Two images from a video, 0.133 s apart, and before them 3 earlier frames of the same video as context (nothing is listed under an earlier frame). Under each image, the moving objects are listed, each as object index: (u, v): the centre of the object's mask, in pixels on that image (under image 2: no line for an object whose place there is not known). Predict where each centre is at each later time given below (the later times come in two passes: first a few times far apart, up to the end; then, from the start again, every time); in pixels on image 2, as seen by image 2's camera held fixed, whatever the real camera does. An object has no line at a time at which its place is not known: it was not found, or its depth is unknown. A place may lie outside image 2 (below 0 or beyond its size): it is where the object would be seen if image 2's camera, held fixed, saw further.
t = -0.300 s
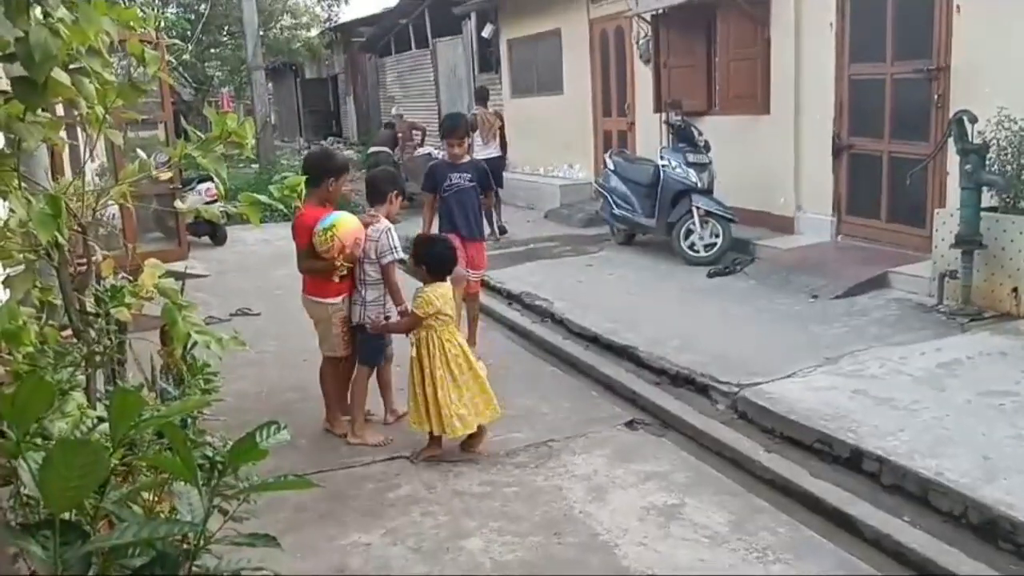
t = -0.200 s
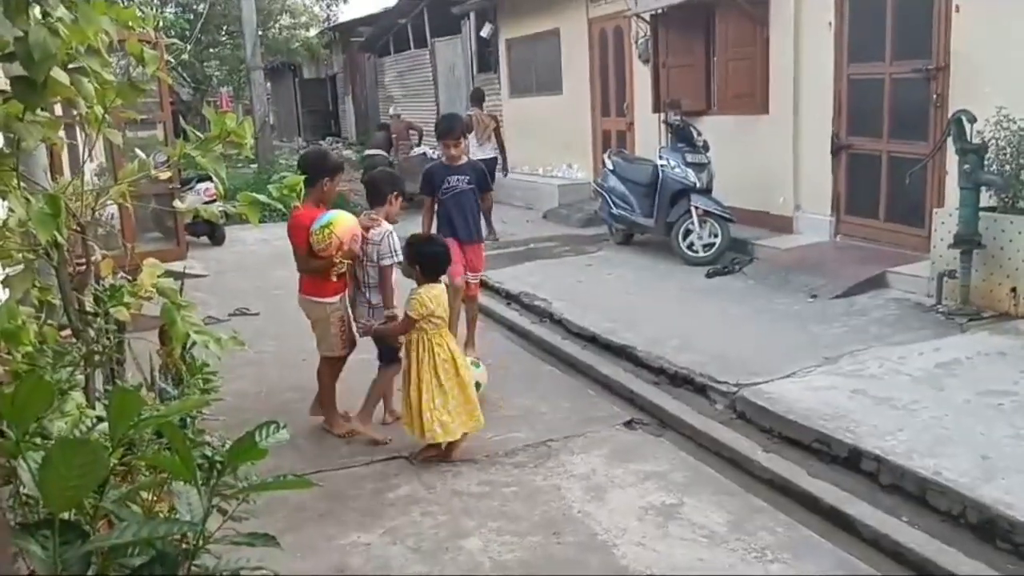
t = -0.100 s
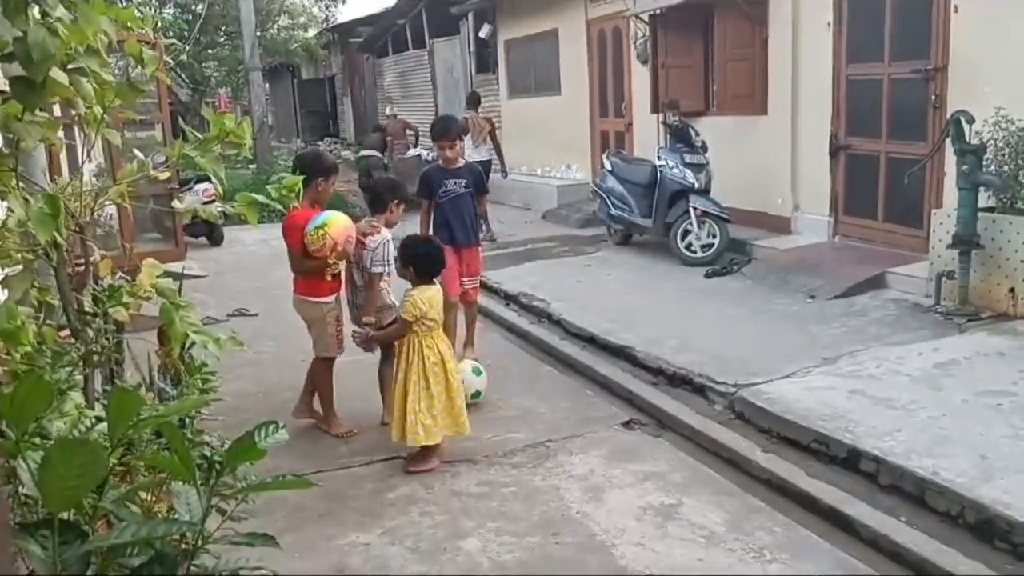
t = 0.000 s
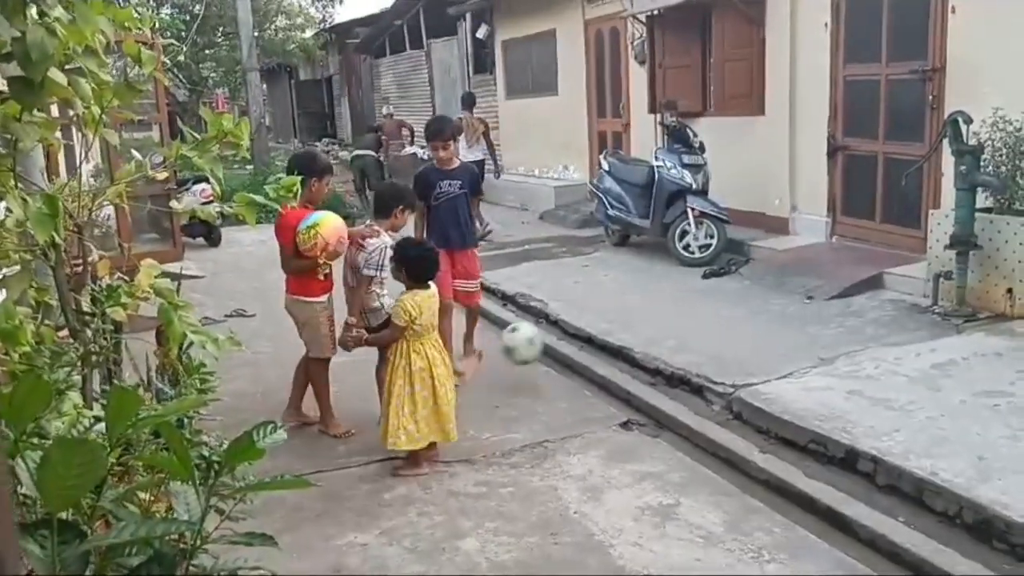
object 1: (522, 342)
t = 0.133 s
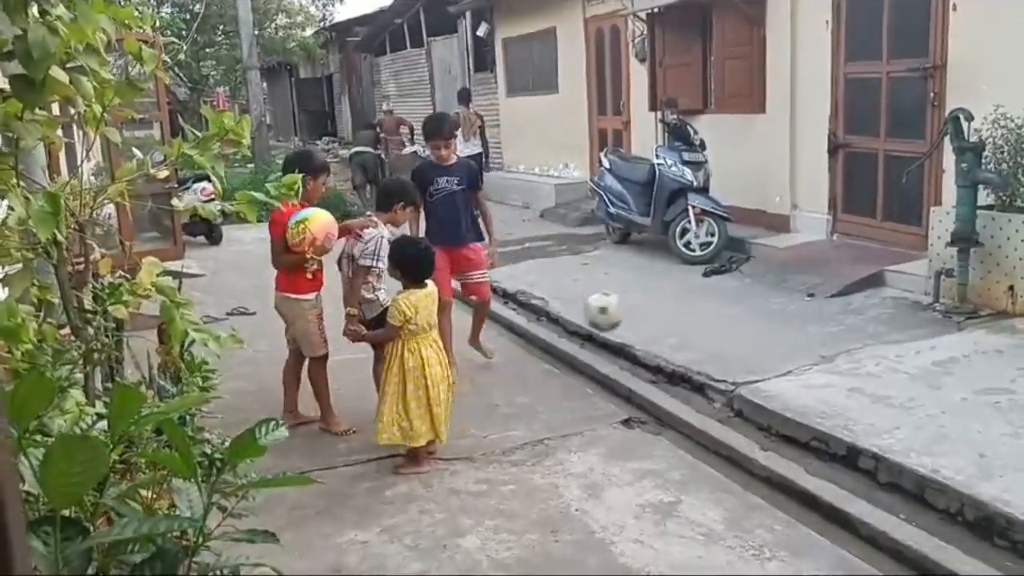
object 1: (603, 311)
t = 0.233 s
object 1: (657, 311)
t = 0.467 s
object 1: (717, 275)
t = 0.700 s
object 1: (757, 267)
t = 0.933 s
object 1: (790, 251)
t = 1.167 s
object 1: (806, 227)
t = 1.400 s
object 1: (814, 212)
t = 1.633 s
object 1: (777, 215)
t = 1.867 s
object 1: (749, 216)
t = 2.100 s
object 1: (749, 242)
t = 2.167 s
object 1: (750, 244)
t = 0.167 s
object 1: (622, 310)
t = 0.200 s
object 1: (640, 309)
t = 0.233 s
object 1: (657, 311)
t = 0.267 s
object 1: (674, 316)
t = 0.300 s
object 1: (683, 311)
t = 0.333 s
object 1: (690, 298)
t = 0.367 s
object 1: (697, 289)
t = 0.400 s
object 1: (704, 283)
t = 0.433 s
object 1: (711, 278)
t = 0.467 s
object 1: (717, 275)
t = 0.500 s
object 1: (723, 274)
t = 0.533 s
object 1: (730, 274)
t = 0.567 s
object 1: (736, 275)
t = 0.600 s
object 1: (742, 279)
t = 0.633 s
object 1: (748, 283)
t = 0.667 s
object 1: (753, 276)
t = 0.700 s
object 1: (757, 267)
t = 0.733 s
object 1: (762, 260)
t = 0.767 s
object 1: (767, 256)
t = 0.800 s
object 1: (772, 253)
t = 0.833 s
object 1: (777, 252)
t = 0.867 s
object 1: (782, 252)
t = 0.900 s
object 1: (787, 255)
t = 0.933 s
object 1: (790, 251)
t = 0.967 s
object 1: (792, 241)
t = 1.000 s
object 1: (794, 235)
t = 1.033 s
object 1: (797, 231)
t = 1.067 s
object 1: (799, 227)
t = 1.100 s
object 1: (801, 225)
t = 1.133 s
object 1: (804, 225)
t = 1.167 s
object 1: (806, 227)
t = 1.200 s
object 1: (808, 228)
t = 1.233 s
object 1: (811, 230)
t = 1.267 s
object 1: (813, 226)
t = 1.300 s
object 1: (813, 221)
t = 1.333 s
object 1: (815, 218)
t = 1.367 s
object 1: (817, 215)
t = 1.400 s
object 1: (814, 212)
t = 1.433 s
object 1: (808, 207)
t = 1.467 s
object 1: (803, 205)
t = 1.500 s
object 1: (798, 204)
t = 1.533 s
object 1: (794, 205)
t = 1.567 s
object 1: (788, 207)
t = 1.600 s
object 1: (783, 210)
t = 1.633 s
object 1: (777, 215)
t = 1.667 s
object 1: (773, 221)
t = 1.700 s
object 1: (769, 231)
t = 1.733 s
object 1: (763, 225)
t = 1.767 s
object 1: (761, 223)
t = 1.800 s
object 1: (757, 220)
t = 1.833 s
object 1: (752, 218)
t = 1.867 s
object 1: (749, 216)
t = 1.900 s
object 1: (746, 217)
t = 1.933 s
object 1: (743, 219)
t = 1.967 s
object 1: (744, 221)
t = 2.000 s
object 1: (745, 224)
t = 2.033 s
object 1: (745, 228)
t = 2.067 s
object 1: (747, 234)
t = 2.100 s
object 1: (749, 242)
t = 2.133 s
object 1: (748, 248)
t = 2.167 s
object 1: (750, 244)
